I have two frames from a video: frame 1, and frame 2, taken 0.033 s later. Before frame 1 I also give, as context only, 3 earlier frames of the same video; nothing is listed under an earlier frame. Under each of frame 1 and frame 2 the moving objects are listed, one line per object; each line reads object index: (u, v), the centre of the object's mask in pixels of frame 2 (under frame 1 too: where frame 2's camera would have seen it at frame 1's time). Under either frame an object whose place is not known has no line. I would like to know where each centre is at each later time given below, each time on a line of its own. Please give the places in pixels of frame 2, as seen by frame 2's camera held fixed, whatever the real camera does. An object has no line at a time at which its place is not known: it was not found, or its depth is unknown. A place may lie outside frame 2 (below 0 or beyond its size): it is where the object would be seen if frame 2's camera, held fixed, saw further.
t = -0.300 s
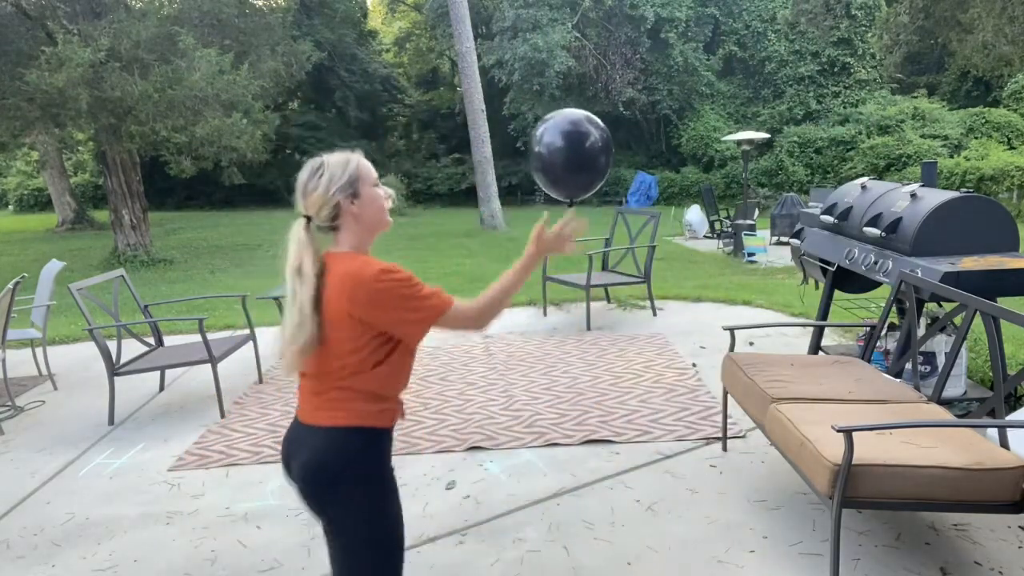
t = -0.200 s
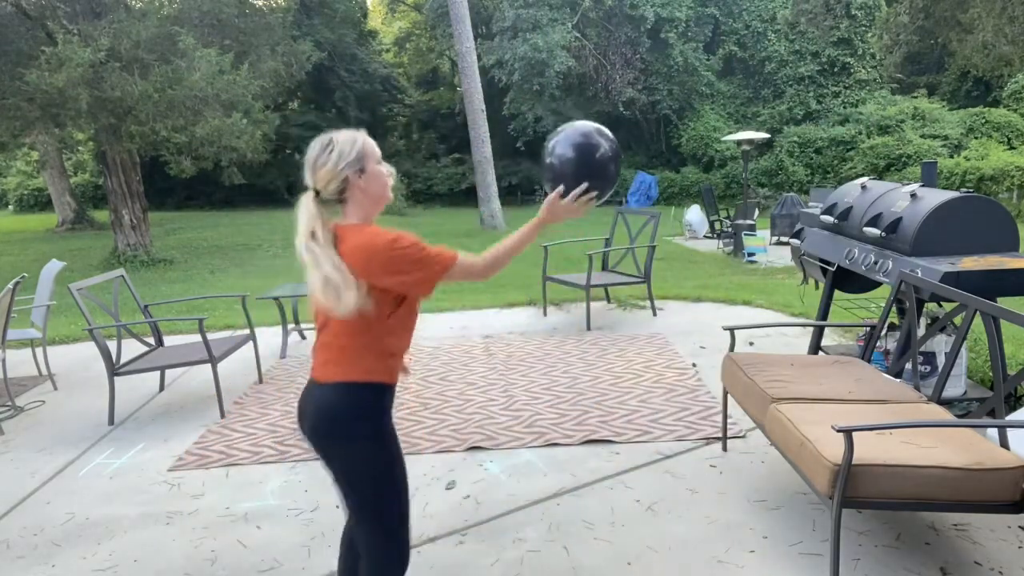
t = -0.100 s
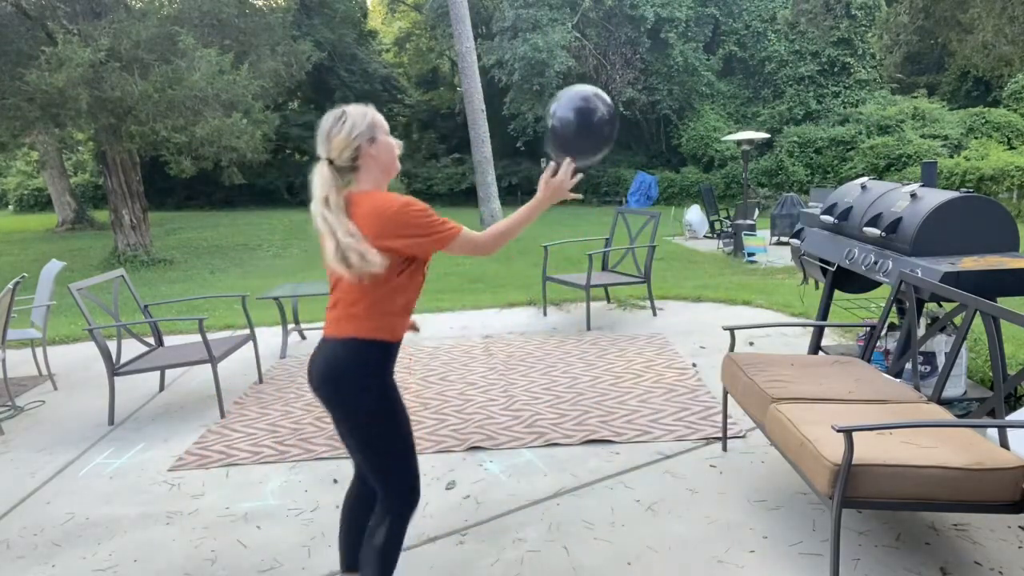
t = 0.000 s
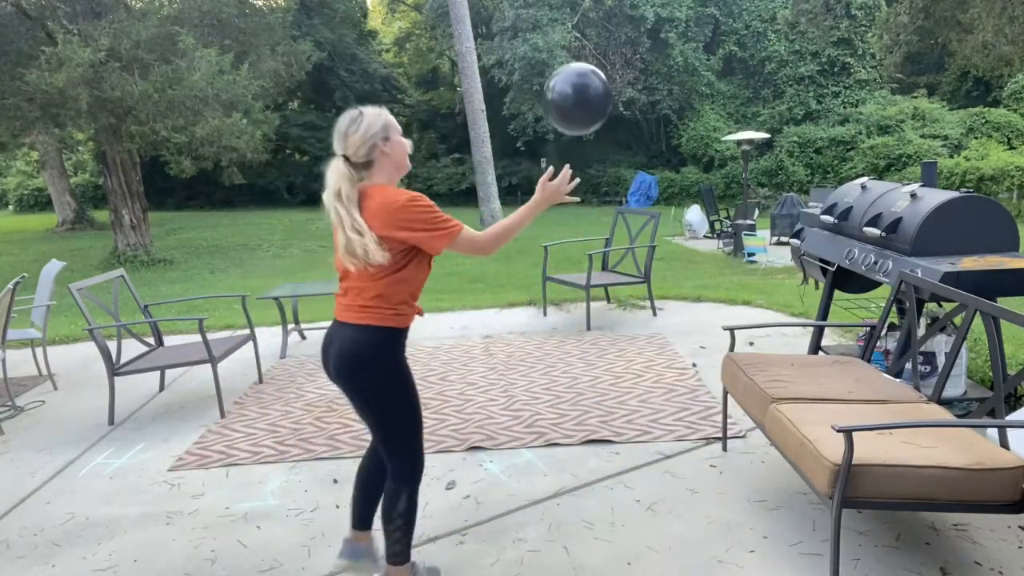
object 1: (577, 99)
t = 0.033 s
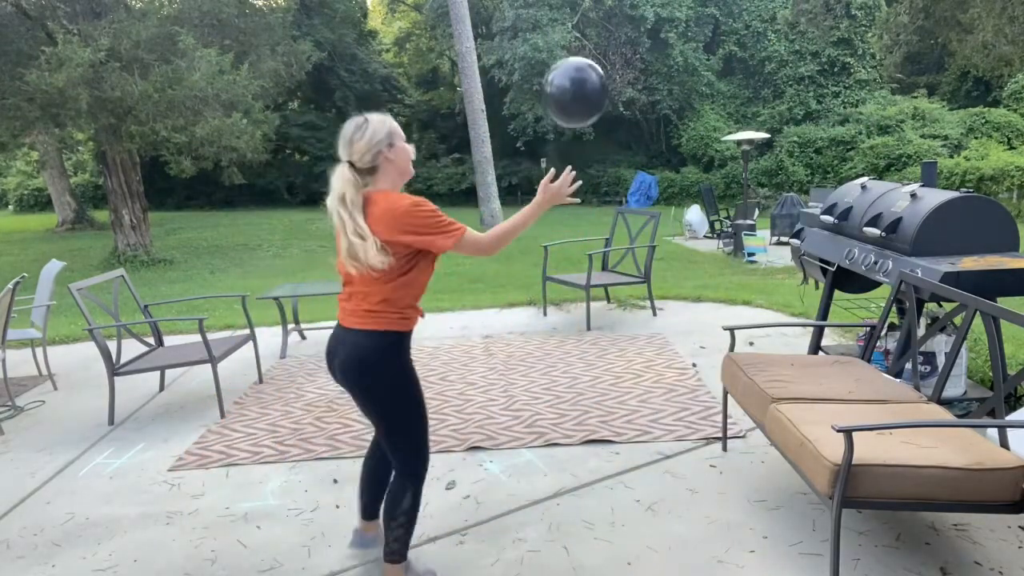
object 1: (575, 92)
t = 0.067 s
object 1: (572, 87)
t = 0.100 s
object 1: (569, 81)
